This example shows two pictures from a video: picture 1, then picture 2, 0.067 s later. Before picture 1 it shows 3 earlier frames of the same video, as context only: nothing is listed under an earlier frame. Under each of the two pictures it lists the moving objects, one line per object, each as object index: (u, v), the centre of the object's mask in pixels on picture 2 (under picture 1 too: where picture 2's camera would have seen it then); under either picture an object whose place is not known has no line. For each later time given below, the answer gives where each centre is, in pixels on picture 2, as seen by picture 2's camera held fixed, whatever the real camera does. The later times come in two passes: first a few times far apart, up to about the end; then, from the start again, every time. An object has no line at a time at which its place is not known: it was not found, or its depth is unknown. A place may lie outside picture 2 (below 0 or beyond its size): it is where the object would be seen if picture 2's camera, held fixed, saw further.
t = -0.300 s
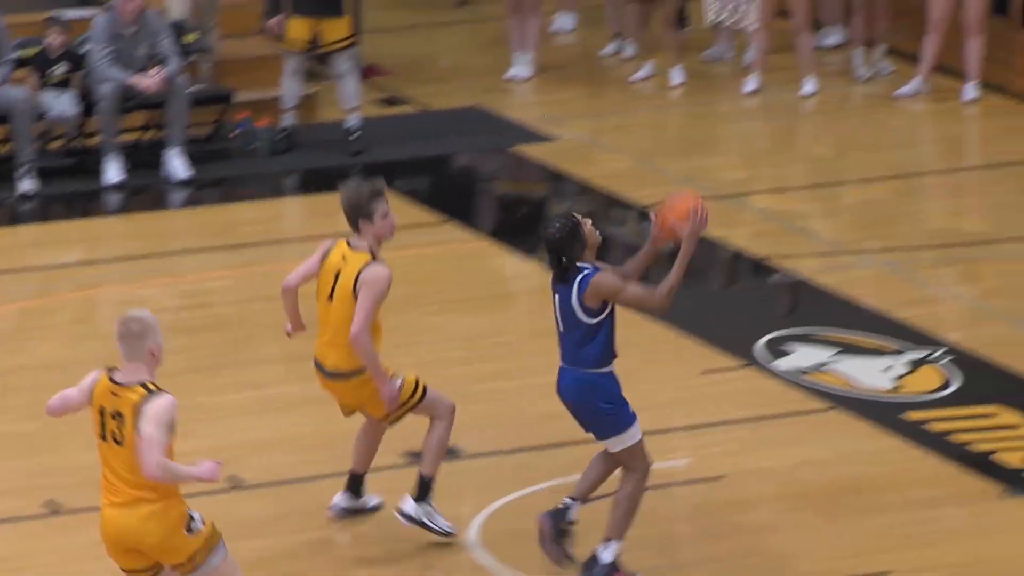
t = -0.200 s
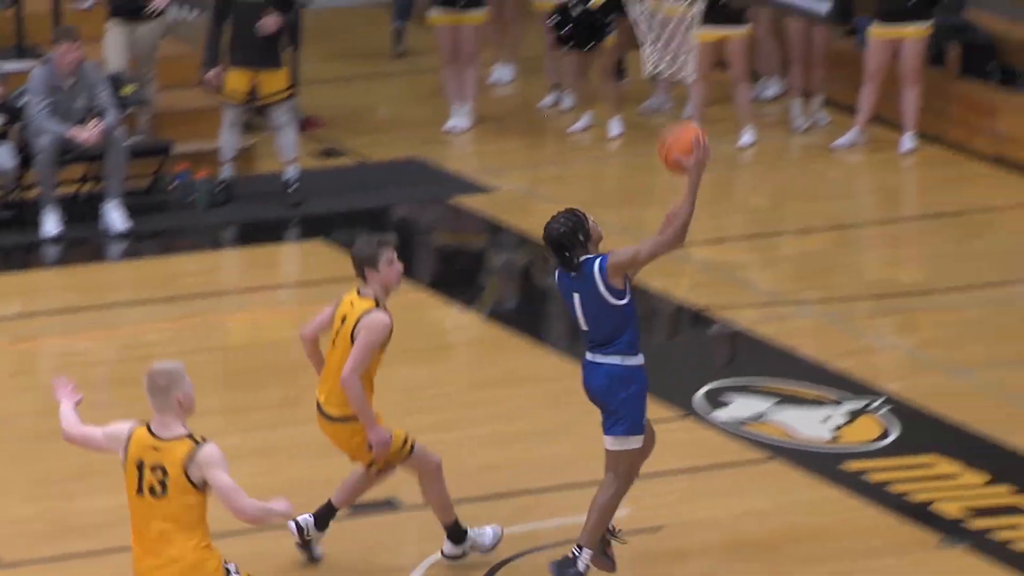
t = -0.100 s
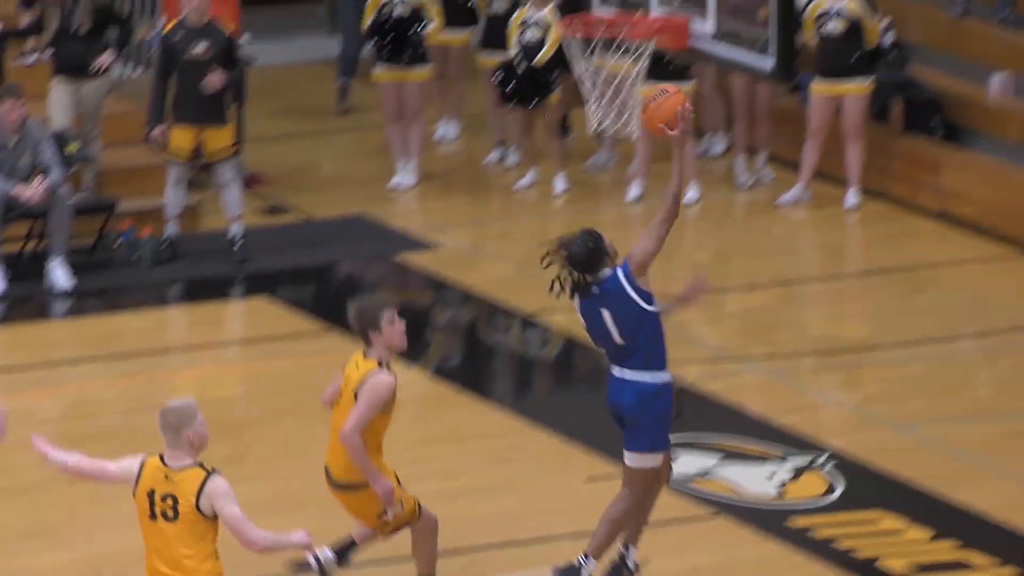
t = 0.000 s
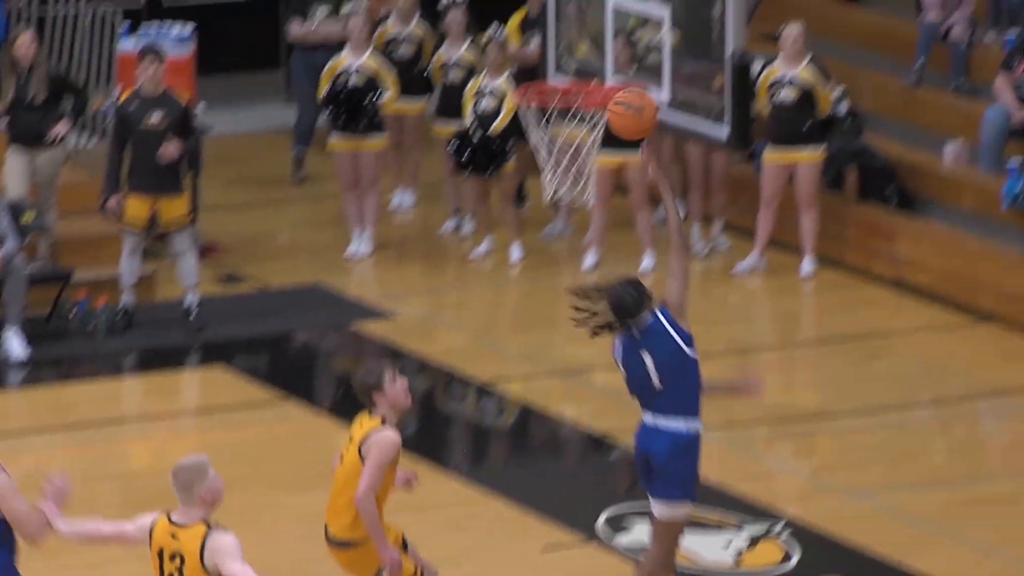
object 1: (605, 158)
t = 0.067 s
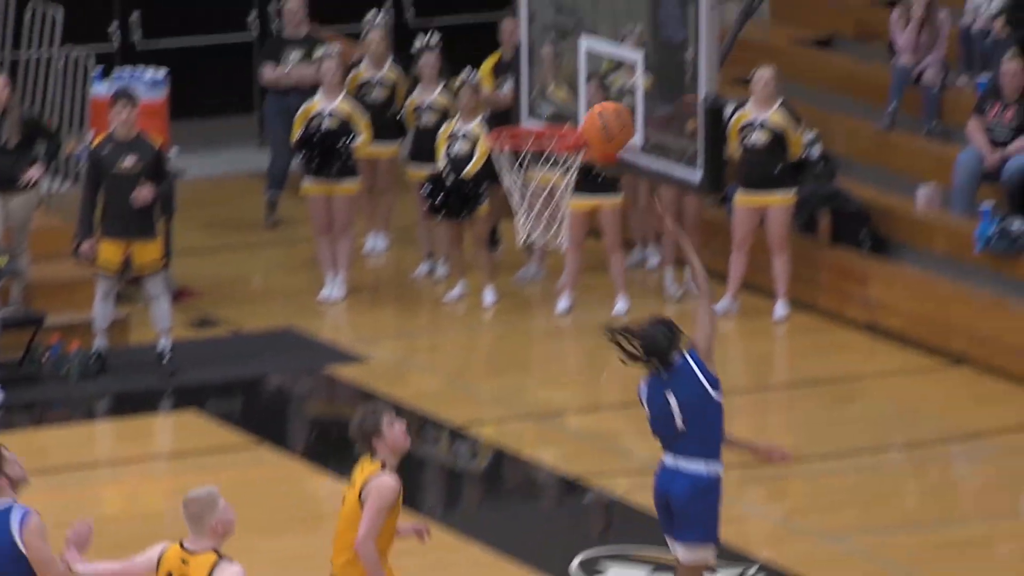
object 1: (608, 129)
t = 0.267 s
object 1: (597, 90)
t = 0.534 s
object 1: (534, 168)
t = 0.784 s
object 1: (499, 293)
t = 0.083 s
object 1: (609, 121)
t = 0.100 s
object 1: (610, 115)
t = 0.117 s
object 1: (611, 109)
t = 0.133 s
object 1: (611, 106)
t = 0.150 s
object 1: (612, 102)
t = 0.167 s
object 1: (612, 99)
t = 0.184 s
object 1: (613, 96)
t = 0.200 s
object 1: (612, 93)
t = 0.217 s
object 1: (609, 91)
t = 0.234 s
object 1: (605, 90)
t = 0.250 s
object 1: (601, 90)
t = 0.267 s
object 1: (597, 90)
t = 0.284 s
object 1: (593, 91)
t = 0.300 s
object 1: (589, 92)
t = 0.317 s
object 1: (585, 94)
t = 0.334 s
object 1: (582, 96)
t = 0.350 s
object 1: (579, 98)
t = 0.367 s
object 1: (575, 102)
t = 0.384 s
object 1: (570, 106)
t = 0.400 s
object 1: (566, 111)
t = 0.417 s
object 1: (561, 116)
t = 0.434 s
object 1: (558, 121)
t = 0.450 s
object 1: (553, 124)
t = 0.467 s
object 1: (550, 128)
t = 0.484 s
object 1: (546, 141)
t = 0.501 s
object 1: (543, 149)
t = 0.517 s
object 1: (538, 157)
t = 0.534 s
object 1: (534, 168)
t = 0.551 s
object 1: (532, 174)
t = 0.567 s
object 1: (528, 182)
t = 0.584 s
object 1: (525, 191)
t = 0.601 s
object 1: (521, 198)
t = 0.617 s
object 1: (520, 204)
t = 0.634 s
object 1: (517, 209)
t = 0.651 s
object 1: (515, 217)
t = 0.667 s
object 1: (513, 226)
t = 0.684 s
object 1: (511, 234)
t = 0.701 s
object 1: (508, 245)
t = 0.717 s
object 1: (507, 253)
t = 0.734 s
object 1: (505, 262)
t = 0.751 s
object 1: (504, 271)
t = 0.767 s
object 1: (501, 282)
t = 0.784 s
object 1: (499, 293)
